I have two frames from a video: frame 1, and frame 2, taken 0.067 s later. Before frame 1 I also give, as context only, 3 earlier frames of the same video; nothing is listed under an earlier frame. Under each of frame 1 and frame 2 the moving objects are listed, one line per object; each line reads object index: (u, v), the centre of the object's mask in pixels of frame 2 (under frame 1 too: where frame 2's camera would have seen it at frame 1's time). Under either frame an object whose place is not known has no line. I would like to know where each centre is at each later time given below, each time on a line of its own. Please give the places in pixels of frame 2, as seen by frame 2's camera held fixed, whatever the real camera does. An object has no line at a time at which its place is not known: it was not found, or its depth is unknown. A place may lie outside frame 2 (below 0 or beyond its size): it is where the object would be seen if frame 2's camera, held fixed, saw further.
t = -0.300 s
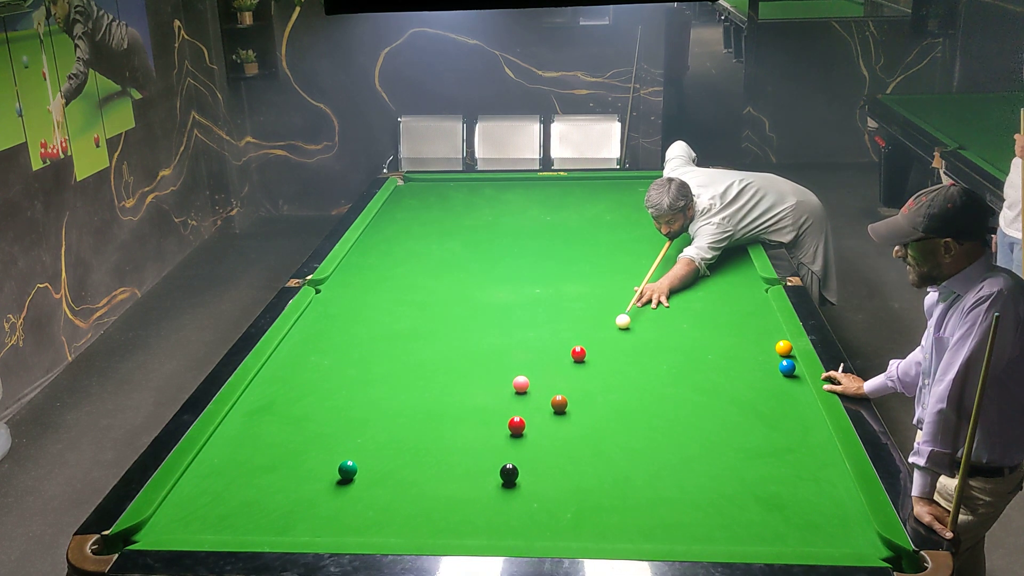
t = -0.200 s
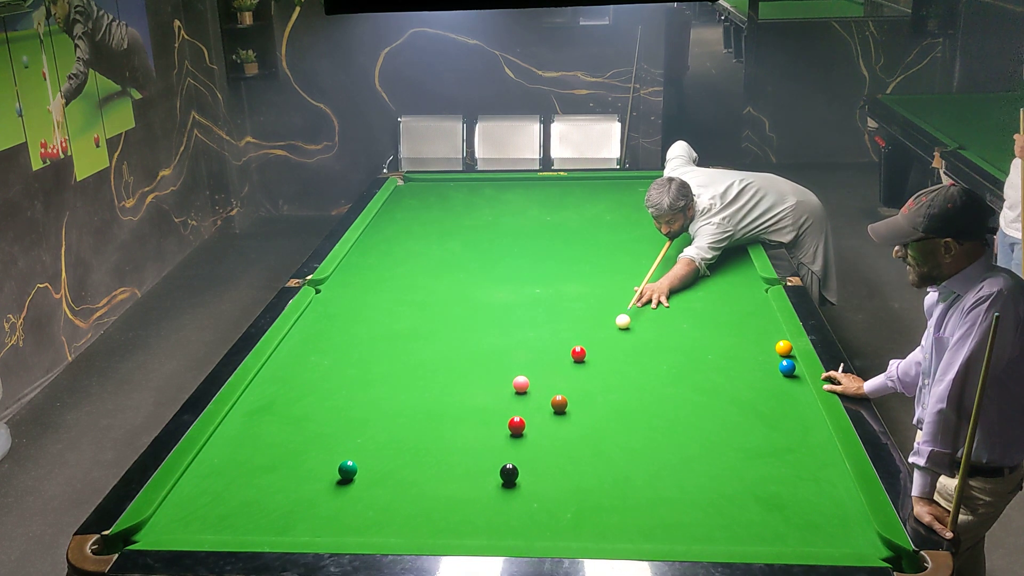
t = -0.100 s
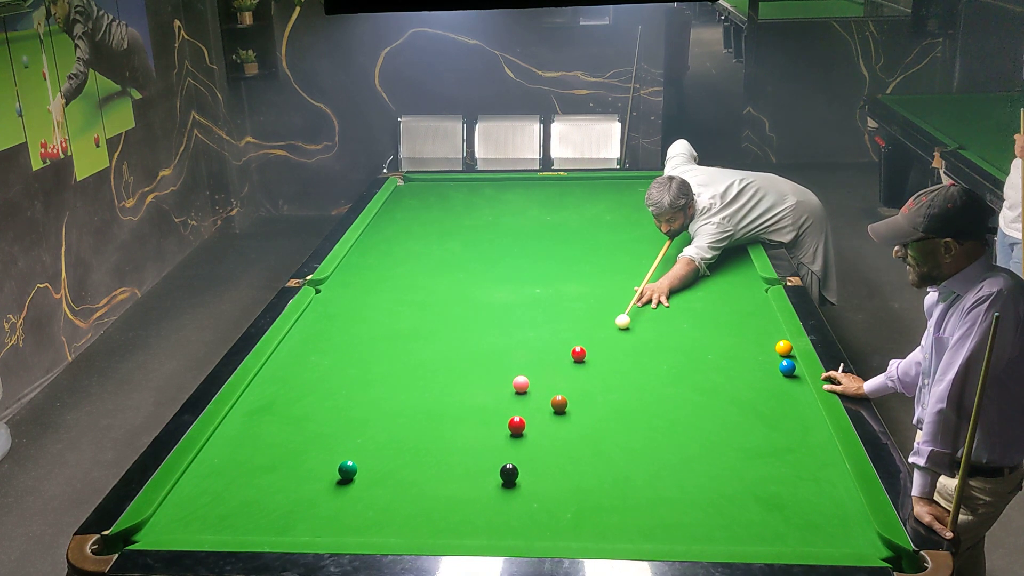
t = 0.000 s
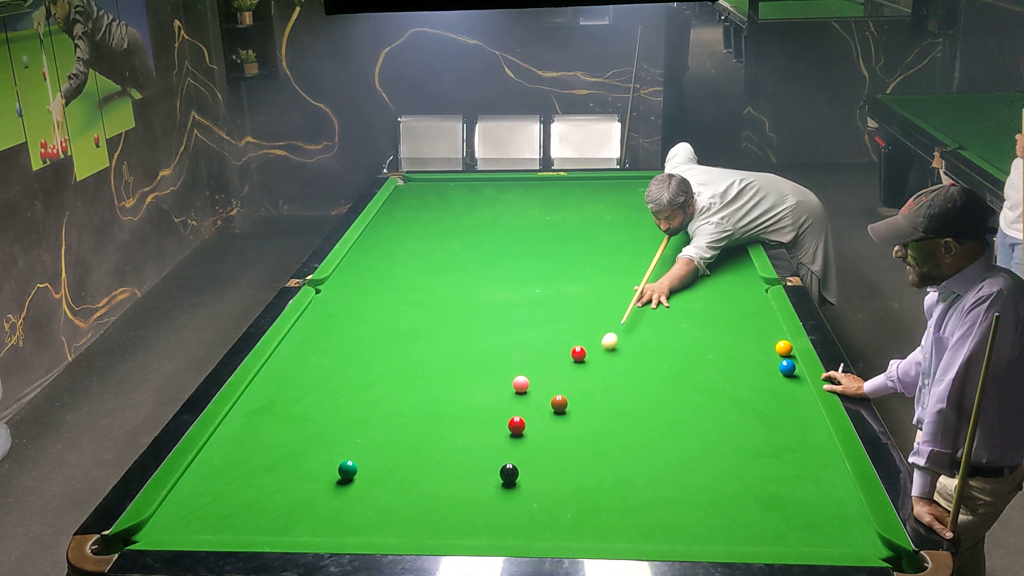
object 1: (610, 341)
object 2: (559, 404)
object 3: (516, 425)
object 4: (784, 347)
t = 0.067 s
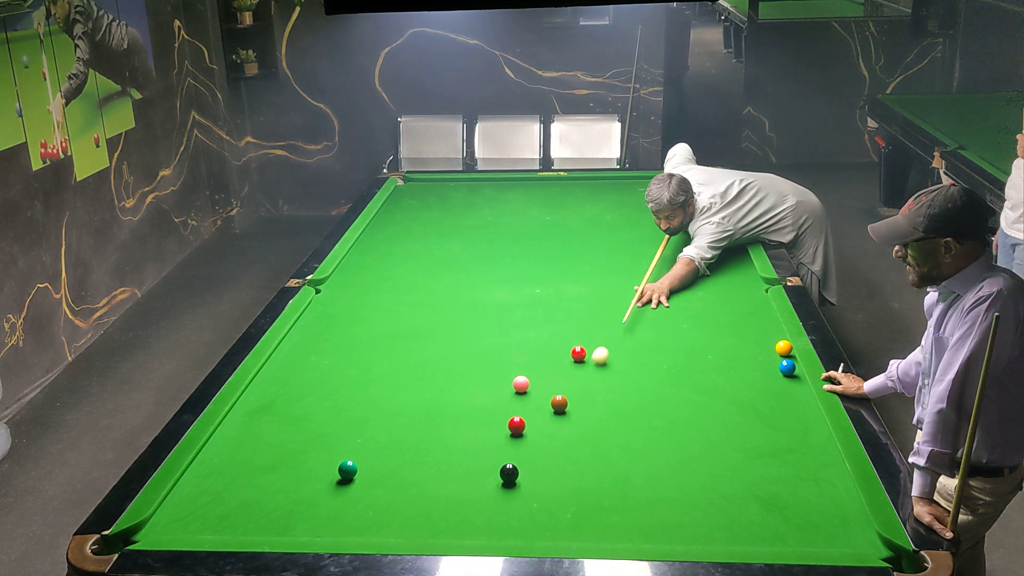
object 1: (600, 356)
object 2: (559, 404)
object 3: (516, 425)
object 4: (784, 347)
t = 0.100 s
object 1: (595, 364)
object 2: (559, 404)
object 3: (516, 425)
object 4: (784, 347)
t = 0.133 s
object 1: (590, 372)
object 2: (559, 404)
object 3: (516, 425)
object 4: (784, 347)
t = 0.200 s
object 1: (579, 388)
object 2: (559, 404)
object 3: (516, 425)
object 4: (784, 347)
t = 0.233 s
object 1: (574, 397)
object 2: (559, 404)
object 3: (516, 425)
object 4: (784, 348)
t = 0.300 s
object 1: (585, 408)
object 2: (536, 411)
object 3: (516, 425)
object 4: (784, 348)
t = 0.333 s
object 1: (590, 413)
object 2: (525, 414)
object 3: (516, 425)
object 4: (784, 348)
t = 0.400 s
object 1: (599, 425)
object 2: (508, 416)
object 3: (512, 432)
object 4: (784, 348)
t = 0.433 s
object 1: (603, 431)
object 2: (501, 416)
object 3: (509, 436)
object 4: (784, 347)
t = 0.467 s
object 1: (607, 438)
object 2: (495, 417)
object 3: (507, 439)
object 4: (784, 347)
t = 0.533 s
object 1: (616, 451)
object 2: (481, 417)
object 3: (502, 446)
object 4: (784, 347)
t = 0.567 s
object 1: (621, 458)
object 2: (474, 417)
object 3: (500, 449)
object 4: (784, 347)
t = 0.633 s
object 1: (630, 473)
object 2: (461, 417)
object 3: (496, 457)
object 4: (784, 347)
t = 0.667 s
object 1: (635, 480)
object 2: (455, 417)
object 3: (493, 460)
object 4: (784, 347)
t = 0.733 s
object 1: (646, 496)
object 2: (442, 417)
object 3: (488, 467)
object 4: (784, 347)
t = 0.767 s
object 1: (651, 504)
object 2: (435, 417)
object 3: (486, 470)
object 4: (784, 347)
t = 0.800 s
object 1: (656, 512)
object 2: (429, 417)
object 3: (484, 474)
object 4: (784, 347)
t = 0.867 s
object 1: (668, 529)
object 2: (417, 417)
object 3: (479, 481)
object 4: (784, 347)
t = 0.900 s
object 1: (673, 536)
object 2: (410, 417)
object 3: (476, 485)
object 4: (784, 347)
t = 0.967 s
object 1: (681, 533)
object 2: (398, 417)
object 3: (471, 492)
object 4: (784, 348)
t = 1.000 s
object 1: (684, 525)
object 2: (392, 417)
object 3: (469, 497)
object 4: (784, 347)
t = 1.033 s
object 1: (687, 520)
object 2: (386, 417)
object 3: (467, 500)
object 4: (784, 347)
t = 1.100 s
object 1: (692, 509)
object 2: (374, 417)
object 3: (461, 508)
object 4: (784, 347)
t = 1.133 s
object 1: (695, 503)
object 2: (368, 417)
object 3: (459, 512)
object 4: (784, 347)
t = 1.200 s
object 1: (700, 493)
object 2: (356, 418)
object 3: (454, 520)
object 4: (784, 347)
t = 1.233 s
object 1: (702, 488)
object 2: (351, 418)
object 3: (451, 523)
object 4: (784, 347)
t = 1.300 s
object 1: (707, 477)
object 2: (339, 418)
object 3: (446, 531)
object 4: (784, 347)
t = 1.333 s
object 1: (709, 473)
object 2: (334, 418)
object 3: (443, 533)
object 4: (784, 347)
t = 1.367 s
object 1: (711, 468)
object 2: (328, 418)
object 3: (442, 533)
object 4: (784, 347)
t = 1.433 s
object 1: (716, 459)
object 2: (317, 419)
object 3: (440, 530)
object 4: (784, 347)
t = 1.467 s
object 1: (718, 455)
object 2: (312, 419)
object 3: (440, 528)
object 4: (784, 347)
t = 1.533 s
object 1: (722, 446)
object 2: (301, 419)
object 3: (439, 523)
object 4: (784, 347)
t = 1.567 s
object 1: (724, 442)
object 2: (296, 419)
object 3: (438, 521)
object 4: (784, 347)
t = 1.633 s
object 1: (728, 434)
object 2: (285, 420)
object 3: (437, 516)
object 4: (784, 347)
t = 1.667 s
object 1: (730, 430)
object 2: (280, 420)
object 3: (437, 514)
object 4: (784, 347)
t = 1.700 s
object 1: (732, 427)
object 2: (275, 420)
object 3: (436, 512)
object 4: (784, 347)
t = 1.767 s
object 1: (735, 420)
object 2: (264, 420)
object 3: (435, 507)
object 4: (784, 347)
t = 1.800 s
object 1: (737, 416)
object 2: (260, 420)
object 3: (435, 505)
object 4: (784, 347)
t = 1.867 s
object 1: (741, 409)
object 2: (250, 420)
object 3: (434, 501)
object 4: (784, 347)
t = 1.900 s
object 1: (742, 406)
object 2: (245, 420)
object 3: (434, 499)
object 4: (784, 347)
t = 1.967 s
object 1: (746, 400)
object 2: (235, 421)
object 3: (433, 495)
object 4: (783, 347)
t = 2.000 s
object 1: (747, 397)
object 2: (231, 421)
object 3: (433, 493)
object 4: (783, 347)
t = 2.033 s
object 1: (749, 394)
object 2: (231, 421)
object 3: (433, 491)
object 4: (783, 347)
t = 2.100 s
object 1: (752, 388)
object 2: (237, 421)
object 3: (432, 488)
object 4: (784, 347)
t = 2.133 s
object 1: (754, 385)
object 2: (240, 421)
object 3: (432, 486)
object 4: (784, 347)
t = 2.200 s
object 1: (757, 379)
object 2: (246, 421)
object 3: (431, 482)
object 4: (784, 347)
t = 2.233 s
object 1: (758, 376)
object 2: (249, 421)
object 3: (431, 481)
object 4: (784, 347)
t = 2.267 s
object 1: (760, 374)
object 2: (252, 421)
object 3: (430, 479)
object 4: (784, 347)
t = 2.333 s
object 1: (763, 368)
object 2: (257, 421)
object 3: (430, 476)
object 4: (784, 347)
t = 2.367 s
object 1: (764, 366)
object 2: (260, 421)
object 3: (429, 475)
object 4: (784, 347)
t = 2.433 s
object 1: (767, 361)
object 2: (265, 421)
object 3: (429, 472)
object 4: (784, 347)
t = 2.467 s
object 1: (768, 358)
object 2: (268, 421)
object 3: (429, 471)
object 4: (784, 347)
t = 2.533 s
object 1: (770, 354)
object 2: (273, 421)
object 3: (428, 468)
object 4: (784, 347)
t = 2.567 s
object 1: (771, 352)
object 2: (275, 421)
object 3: (428, 467)
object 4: (784, 347)
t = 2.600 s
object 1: (769, 351)
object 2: (278, 421)
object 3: (428, 466)
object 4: (783, 346)
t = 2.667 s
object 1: (764, 349)
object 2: (282, 421)
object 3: (428, 464)
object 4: (779, 345)
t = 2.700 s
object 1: (761, 348)
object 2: (285, 422)
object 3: (428, 463)
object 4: (777, 344)
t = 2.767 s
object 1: (757, 346)
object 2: (289, 422)
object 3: (427, 461)
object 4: (774, 343)
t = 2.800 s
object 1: (754, 345)
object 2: (291, 422)
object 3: (427, 460)
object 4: (773, 342)
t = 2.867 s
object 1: (750, 343)
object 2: (295, 422)
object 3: (427, 458)
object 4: (770, 341)
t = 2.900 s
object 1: (748, 342)
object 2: (297, 422)
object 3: (427, 457)
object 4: (769, 340)
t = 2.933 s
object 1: (746, 341)
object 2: (299, 422)
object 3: (426, 456)
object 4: (768, 339)
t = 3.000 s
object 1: (741, 339)
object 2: (303, 422)
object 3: (426, 455)
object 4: (765, 338)
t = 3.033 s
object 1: (740, 339)
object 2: (305, 423)
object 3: (426, 454)
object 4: (764, 337)
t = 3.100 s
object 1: (735, 337)
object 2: (308, 423)
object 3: (425, 453)
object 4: (762, 336)
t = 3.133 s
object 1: (734, 336)
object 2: (310, 423)
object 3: (425, 452)
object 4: (760, 336)
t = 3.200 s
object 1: (730, 334)
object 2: (313, 423)
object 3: (425, 451)
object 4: (758, 334)
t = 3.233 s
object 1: (728, 334)
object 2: (315, 423)
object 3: (425, 450)
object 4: (757, 334)
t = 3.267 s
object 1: (726, 333)
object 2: (316, 423)
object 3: (424, 450)
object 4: (756, 333)
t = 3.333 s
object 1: (723, 331)
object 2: (319, 424)
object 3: (424, 449)
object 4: (754, 332)
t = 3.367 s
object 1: (721, 331)
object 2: (321, 424)
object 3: (424, 448)
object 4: (753, 332)
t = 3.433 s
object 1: (718, 330)
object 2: (323, 424)
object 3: (423, 447)
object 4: (752, 331)
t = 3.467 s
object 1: (716, 329)
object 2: (325, 424)
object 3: (423, 447)
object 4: (751, 330)
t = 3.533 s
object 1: (713, 328)
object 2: (327, 425)
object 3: (422, 446)
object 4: (749, 329)
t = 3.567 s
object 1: (712, 327)
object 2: (328, 425)
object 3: (422, 446)
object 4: (748, 329)
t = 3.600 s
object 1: (710, 326)
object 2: (329, 425)
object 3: (422, 446)
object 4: (748, 329)
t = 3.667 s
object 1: (707, 325)
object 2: (332, 425)
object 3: (422, 445)
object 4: (746, 328)
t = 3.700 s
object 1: (706, 325)
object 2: (333, 425)
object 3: (422, 445)
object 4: (746, 327)
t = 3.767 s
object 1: (703, 324)
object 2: (334, 425)
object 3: (421, 445)
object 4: (744, 327)
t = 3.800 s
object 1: (702, 323)
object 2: (335, 426)
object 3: (421, 445)
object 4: (744, 326)
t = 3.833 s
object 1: (701, 322)
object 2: (336, 426)
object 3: (421, 445)
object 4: (743, 326)
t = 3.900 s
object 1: (699, 322)
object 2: (338, 426)
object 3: (421, 445)
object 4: (742, 325)
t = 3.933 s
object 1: (697, 321)
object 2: (338, 426)
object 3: (421, 445)
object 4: (742, 325)
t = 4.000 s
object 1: (695, 320)
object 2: (340, 426)
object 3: (421, 445)
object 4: (741, 324)
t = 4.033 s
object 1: (694, 320)
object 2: (340, 426)
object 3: (421, 445)
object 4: (740, 325)
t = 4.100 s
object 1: (692, 319)
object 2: (341, 426)
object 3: (421, 445)
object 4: (740, 324)
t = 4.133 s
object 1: (691, 318)
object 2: (342, 426)
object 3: (421, 445)
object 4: (739, 324)
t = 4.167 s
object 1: (690, 318)
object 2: (342, 426)
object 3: (421, 445)
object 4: (739, 323)
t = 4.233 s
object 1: (688, 317)
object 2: (343, 426)
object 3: (421, 445)
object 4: (738, 323)
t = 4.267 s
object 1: (688, 317)
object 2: (343, 426)
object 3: (421, 445)
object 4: (738, 323)
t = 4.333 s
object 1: (686, 316)
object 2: (344, 426)
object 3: (421, 445)
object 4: (738, 323)
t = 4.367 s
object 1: (685, 316)
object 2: (344, 427)
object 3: (421, 445)
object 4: (737, 323)
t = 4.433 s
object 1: (684, 315)
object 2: (344, 426)
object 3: (421, 445)
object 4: (737, 323)
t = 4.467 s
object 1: (683, 315)
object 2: (344, 426)
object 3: (421, 445)
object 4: (737, 322)
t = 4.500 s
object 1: (682, 315)
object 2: (344, 427)
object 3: (421, 445)
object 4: (737, 322)
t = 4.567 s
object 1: (681, 314)
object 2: (344, 426)
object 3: (421, 445)
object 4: (736, 322)
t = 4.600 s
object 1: (680, 314)
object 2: (344, 426)
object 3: (421, 445)
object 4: (736, 322)
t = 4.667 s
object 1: (679, 314)
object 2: (344, 426)
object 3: (421, 445)
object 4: (736, 322)
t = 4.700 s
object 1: (679, 313)
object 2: (344, 426)
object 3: (421, 445)
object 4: (736, 322)
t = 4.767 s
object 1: (678, 313)
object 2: (344, 426)
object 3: (421, 445)
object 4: (736, 322)
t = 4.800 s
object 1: (677, 313)
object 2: (344, 426)
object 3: (421, 445)
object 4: (736, 322)
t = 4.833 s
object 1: (677, 313)
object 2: (344, 426)
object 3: (421, 445)
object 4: (736, 322)
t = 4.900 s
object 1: (676, 312)
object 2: (344, 427)
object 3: (421, 445)
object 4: (736, 322)
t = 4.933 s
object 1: (675, 312)
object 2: (344, 427)
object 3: (421, 445)
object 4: (736, 322)
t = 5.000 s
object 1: (674, 312)
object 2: (344, 427)
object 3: (421, 445)
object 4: (736, 322)
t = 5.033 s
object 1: (674, 312)
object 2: (344, 426)
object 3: (421, 445)
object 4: (736, 322)
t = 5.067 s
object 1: (674, 312)
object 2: (344, 426)
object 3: (421, 445)
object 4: (736, 322)
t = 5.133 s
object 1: (673, 312)
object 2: (344, 427)
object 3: (421, 445)
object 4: (736, 322)
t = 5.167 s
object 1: (673, 312)
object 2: (344, 427)
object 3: (421, 445)
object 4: (736, 322)
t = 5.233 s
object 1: (673, 312)
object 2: (344, 426)
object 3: (421, 445)
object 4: (736, 322)
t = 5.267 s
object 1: (672, 312)
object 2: (344, 426)
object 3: (421, 445)
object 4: (736, 322)
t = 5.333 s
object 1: (672, 312)
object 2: (344, 426)
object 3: (421, 445)
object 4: (736, 322)
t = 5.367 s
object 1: (672, 312)
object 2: (344, 426)
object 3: (421, 445)
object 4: (736, 322)
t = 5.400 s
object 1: (672, 312)
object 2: (344, 426)
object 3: (421, 445)
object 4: (736, 322)
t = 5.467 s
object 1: (672, 312)
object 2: (344, 426)
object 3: (421, 445)
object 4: (736, 322)
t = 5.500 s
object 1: (672, 312)
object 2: (344, 426)
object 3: (421, 445)
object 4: (736, 322)
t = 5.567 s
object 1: (672, 312)
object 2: (344, 427)
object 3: (421, 445)
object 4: (736, 322)
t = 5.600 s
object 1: (672, 312)
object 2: (344, 427)
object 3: (421, 445)
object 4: (736, 322)
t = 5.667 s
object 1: (672, 312)
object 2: (344, 427)
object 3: (421, 445)
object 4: (736, 322)
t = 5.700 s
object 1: (672, 312)
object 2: (344, 426)
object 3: (421, 445)
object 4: (736, 322)
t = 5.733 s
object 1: (672, 312)
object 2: (344, 426)
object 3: (421, 445)
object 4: (736, 322)
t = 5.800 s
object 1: (672, 312)
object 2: (344, 427)
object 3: (421, 445)
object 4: (736, 322)
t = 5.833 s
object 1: (672, 312)
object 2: (344, 427)
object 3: (421, 445)
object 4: (736, 322)
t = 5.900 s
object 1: (672, 312)
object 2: (344, 426)
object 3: (421, 445)
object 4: (736, 322)
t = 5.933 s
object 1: (672, 312)
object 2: (344, 426)
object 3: (421, 445)
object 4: (736, 322)
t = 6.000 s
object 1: (672, 312)
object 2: (344, 426)
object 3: (421, 445)
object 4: (736, 322)
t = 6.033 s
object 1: (672, 312)
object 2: (344, 426)
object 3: (421, 445)
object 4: (736, 322)
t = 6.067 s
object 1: (672, 312)
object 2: (344, 426)
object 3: (421, 445)
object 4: (736, 322)
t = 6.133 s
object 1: (672, 312)
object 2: (344, 427)
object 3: (421, 445)
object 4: (736, 322)
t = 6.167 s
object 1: (672, 312)
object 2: (344, 427)
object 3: (421, 445)
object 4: (736, 322)
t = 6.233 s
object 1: (672, 312)
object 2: (344, 426)
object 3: (421, 445)
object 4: (736, 322)
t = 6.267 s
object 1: (672, 312)
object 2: (344, 426)
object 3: (421, 445)
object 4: (736, 322)
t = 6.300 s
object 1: (672, 312)
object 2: (344, 426)
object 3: (421, 445)
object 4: (736, 322)
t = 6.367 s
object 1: (672, 312)
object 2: (344, 426)
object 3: (421, 445)
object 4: (736, 322)
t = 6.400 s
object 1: (672, 312)
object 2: (344, 426)
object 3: (421, 445)
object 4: (736, 322)
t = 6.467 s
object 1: (672, 312)
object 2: (344, 426)
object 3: (421, 445)
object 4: (736, 322)
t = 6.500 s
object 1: (672, 312)
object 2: (344, 427)
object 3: (421, 445)
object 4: (736, 322)
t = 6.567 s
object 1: (672, 312)
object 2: (344, 426)
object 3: (421, 445)
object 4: (736, 322)
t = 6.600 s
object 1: (672, 312)
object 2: (344, 426)
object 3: (421, 445)
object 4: (736, 322)
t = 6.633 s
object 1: (672, 312)
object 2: (344, 427)
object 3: (421, 445)
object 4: (736, 322)
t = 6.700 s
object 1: (672, 312)
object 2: (344, 426)
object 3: (421, 445)
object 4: (736, 322)
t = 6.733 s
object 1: (672, 312)
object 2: (344, 426)
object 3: (421, 445)
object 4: (736, 322)
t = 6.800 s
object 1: (672, 312)
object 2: (344, 426)
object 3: (421, 445)
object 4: (736, 322)
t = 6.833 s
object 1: (672, 312)
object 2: (344, 426)
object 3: (421, 445)
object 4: (736, 322)
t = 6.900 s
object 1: (672, 312)
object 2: (344, 427)
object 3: (421, 445)
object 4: (736, 322)
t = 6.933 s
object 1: (672, 312)
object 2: (344, 426)
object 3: (421, 445)
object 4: (736, 322)
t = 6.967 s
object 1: (672, 312)
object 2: (344, 426)
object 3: (421, 445)
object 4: (736, 322)
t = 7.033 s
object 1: (672, 312)
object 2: (344, 427)
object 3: (421, 445)
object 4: (736, 322)
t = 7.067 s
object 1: (672, 312)
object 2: (344, 427)
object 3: (421, 445)
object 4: (736, 322)
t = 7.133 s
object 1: (672, 312)
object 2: (344, 427)
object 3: (421, 445)
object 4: (736, 322)
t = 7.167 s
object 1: (672, 312)
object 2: (344, 427)
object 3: (421, 445)
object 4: (736, 322)
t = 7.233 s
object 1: (672, 312)
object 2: (344, 426)
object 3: (421, 445)
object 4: (736, 322)
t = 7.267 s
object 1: (672, 312)
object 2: (344, 426)
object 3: (421, 445)
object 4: (736, 322)
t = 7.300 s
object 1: (672, 312)
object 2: (344, 427)
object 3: (421, 445)
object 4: (736, 322)
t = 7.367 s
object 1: (672, 312)
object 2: (344, 426)
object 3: (421, 445)
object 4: (736, 322)
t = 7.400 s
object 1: (672, 312)
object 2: (344, 426)
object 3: (421, 445)
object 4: (736, 322)
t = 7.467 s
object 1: (672, 312)
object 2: (344, 426)
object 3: (421, 445)
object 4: (736, 322)
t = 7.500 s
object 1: (672, 312)
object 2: (344, 426)
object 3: (421, 445)
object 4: (736, 322)
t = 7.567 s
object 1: (672, 312)
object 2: (344, 427)
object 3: (421, 445)
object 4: (736, 322)
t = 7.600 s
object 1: (672, 312)
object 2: (344, 426)
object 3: (421, 445)
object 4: (736, 322)
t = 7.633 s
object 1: (672, 312)
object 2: (344, 426)
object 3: (421, 445)
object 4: (736, 322)
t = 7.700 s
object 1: (672, 312)
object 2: (344, 426)
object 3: (421, 445)
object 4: (736, 322)
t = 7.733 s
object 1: (672, 312)
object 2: (344, 426)
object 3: (421, 445)
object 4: (736, 322)
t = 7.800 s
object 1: (672, 312)
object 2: (344, 426)
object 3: (421, 445)
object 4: (736, 322)
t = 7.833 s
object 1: (672, 312)
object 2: (344, 426)
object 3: (421, 445)
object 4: (736, 322)
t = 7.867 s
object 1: (672, 312)
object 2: (344, 426)
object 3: (421, 445)
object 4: (736, 322)
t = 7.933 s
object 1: (672, 312)
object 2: (344, 426)
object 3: (421, 445)
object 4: (736, 322)
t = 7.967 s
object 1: (672, 312)
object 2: (344, 426)
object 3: (421, 445)
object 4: (736, 322)
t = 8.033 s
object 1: (672, 312)
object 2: (344, 426)
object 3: (421, 445)
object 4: (736, 322)
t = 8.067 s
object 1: (672, 312)
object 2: (344, 426)
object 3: (421, 445)
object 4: (736, 322)
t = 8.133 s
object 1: (672, 312)
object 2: (344, 426)
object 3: (421, 445)
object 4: (736, 322)
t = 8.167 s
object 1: (672, 312)
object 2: (344, 426)
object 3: (421, 445)
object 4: (736, 322)
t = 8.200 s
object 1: (672, 312)
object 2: (344, 426)
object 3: (421, 445)
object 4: (736, 322)
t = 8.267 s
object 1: (672, 312)
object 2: (344, 426)
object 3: (421, 445)
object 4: (736, 322)
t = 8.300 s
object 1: (672, 312)
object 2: (344, 426)
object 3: (421, 445)
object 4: (736, 322)
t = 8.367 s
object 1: (672, 312)
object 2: (344, 426)
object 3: (421, 445)
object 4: (736, 322)
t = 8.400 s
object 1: (672, 312)
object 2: (344, 427)
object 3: (421, 445)
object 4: (736, 322)
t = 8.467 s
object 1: (672, 312)
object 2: (344, 426)
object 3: (421, 445)
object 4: (736, 322)
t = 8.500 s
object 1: (672, 312)
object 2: (344, 426)
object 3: (421, 445)
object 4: (736, 322)
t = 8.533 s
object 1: (672, 312)
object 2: (344, 426)
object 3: (421, 445)
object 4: (736, 322)
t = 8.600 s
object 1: (672, 312)
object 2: (344, 426)
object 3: (421, 445)
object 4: (736, 322)
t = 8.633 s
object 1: (672, 312)
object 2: (344, 426)
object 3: (421, 445)
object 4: (736, 322)
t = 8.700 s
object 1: (672, 312)
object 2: (344, 426)
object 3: (421, 445)
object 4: (736, 322)
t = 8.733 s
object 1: (672, 312)
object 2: (344, 427)
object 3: (421, 445)
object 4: (736, 322)
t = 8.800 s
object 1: (672, 312)
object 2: (344, 427)
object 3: (421, 445)
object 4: (736, 322)
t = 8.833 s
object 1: (672, 312)
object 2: (344, 426)
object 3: (421, 445)
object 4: (736, 322)
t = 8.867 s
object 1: (672, 312)
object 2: (344, 427)
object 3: (421, 445)
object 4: (736, 322)
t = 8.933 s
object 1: (672, 312)
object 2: (344, 426)
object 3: (421, 445)
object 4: (736, 322)
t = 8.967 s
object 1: (672, 312)
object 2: (344, 427)
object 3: (421, 445)
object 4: (736, 322)
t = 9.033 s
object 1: (672, 312)
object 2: (344, 426)
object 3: (421, 445)
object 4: (736, 322)
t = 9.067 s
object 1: (672, 312)
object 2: (344, 426)
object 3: (421, 445)
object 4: (736, 322)
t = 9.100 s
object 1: (672, 312)
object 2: (344, 427)
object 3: (421, 445)
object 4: (736, 322)
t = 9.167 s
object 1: (672, 312)
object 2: (344, 426)
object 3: (421, 445)
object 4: (736, 322)
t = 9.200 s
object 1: (672, 312)
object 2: (344, 426)
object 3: (421, 445)
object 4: (736, 322)
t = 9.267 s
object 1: (672, 312)
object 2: (344, 426)
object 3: (421, 445)
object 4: (736, 322)
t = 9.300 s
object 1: (672, 312)
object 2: (344, 426)
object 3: (421, 445)
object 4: (736, 322)
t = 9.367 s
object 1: (672, 312)
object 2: (344, 426)
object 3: (421, 445)
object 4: (736, 322)
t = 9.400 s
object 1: (672, 312)
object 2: (344, 426)
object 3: (421, 445)
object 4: (736, 322)
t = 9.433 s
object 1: (672, 312)
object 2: (344, 426)
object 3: (421, 445)
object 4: (736, 322)
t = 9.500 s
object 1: (672, 312)
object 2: (344, 427)
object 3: (421, 445)
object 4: (736, 322)
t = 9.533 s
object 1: (672, 312)
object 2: (344, 427)
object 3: (421, 445)
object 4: (736, 322)
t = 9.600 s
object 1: (672, 312)
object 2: (344, 426)
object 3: (421, 445)
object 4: (736, 322)
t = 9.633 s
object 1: (672, 312)
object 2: (344, 427)
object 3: (421, 445)
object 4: (736, 322)
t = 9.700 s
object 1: (672, 312)
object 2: (344, 426)
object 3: (421, 445)
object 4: (736, 322)
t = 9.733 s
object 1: (672, 312)
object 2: (344, 426)
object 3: (421, 445)
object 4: (736, 322)
